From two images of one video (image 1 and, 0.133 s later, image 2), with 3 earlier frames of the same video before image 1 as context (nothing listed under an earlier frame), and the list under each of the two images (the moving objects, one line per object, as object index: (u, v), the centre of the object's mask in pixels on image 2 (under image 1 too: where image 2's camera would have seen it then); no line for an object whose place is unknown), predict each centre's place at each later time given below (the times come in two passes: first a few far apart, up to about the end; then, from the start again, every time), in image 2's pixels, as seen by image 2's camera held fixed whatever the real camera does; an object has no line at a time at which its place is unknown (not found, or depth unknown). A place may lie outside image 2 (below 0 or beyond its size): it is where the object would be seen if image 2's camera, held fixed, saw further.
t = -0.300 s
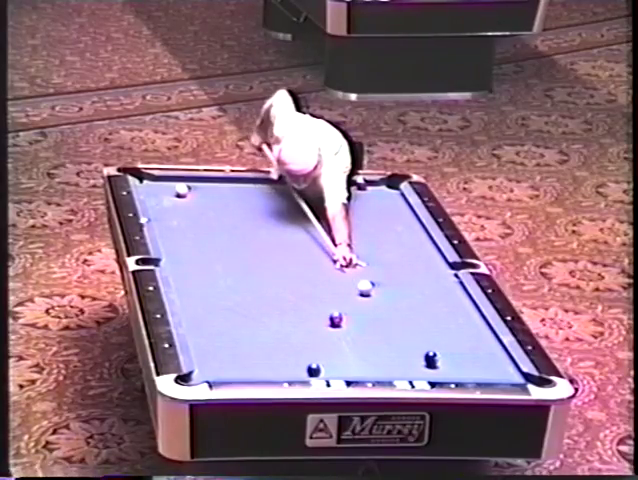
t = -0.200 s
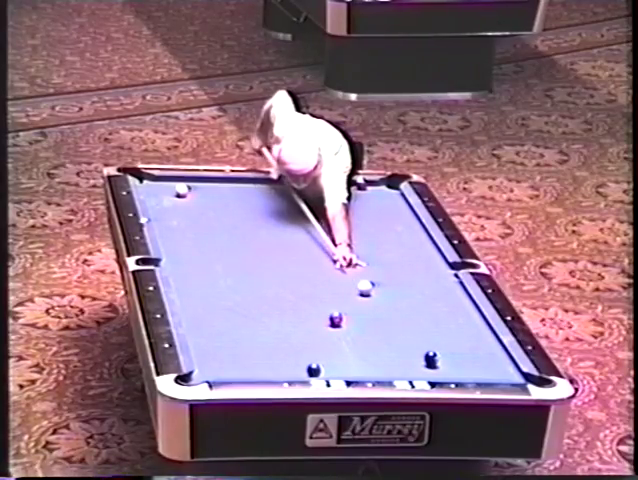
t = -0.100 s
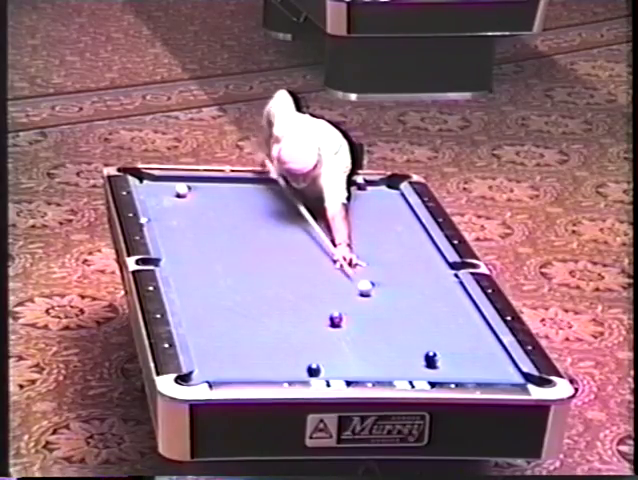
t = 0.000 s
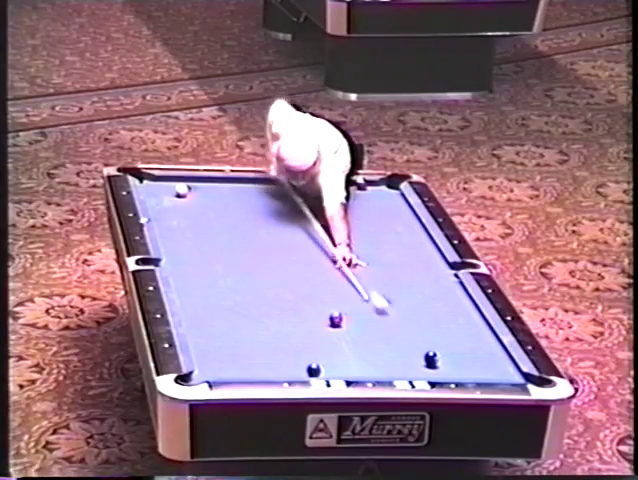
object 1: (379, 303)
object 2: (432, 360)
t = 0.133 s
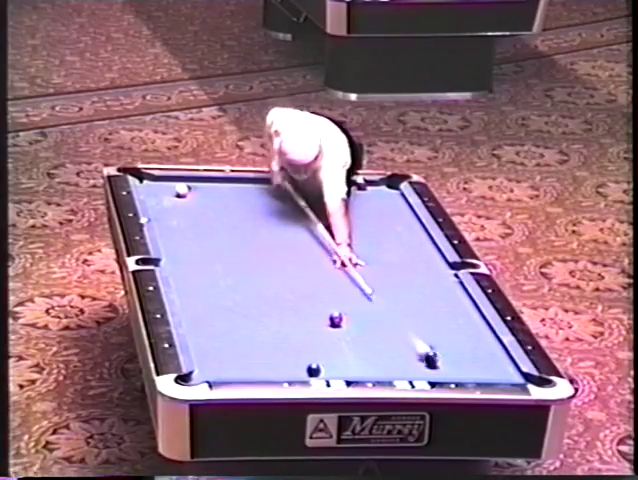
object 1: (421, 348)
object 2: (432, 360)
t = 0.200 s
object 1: (422, 353)
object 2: (452, 374)
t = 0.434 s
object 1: (408, 348)
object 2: (436, 331)
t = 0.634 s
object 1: (397, 342)
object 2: (424, 298)
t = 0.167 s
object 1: (423, 353)
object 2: (441, 369)
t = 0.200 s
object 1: (422, 353)
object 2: (452, 374)
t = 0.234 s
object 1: (420, 353)
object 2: (451, 371)
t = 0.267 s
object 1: (418, 353)
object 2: (448, 364)
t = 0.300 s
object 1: (416, 352)
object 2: (446, 357)
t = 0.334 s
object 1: (414, 351)
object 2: (443, 350)
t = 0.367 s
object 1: (412, 350)
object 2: (441, 343)
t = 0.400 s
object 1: (411, 349)
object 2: (438, 337)
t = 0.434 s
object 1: (408, 348)
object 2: (436, 331)
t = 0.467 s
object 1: (407, 347)
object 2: (434, 325)
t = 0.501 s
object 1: (404, 346)
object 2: (432, 320)
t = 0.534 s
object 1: (402, 345)
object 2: (429, 314)
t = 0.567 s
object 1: (400, 344)
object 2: (428, 308)
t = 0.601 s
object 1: (399, 343)
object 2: (426, 303)
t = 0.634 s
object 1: (397, 342)
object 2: (424, 298)
